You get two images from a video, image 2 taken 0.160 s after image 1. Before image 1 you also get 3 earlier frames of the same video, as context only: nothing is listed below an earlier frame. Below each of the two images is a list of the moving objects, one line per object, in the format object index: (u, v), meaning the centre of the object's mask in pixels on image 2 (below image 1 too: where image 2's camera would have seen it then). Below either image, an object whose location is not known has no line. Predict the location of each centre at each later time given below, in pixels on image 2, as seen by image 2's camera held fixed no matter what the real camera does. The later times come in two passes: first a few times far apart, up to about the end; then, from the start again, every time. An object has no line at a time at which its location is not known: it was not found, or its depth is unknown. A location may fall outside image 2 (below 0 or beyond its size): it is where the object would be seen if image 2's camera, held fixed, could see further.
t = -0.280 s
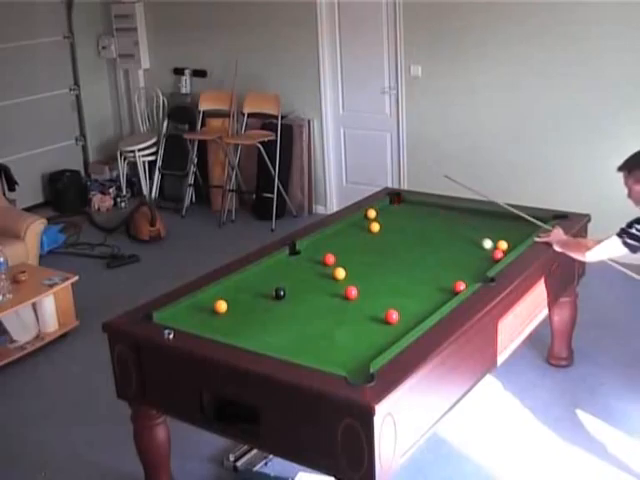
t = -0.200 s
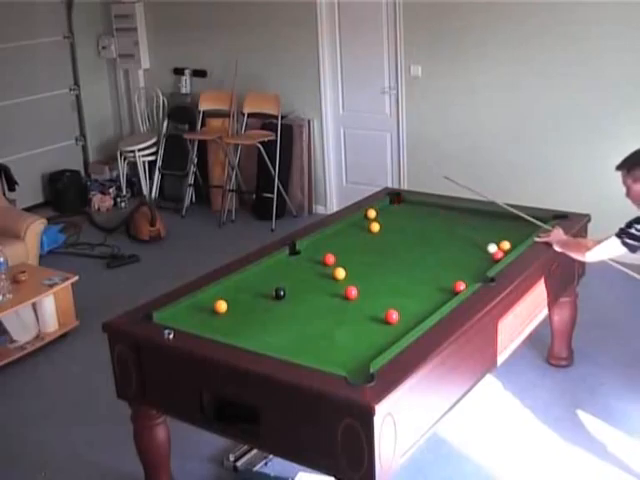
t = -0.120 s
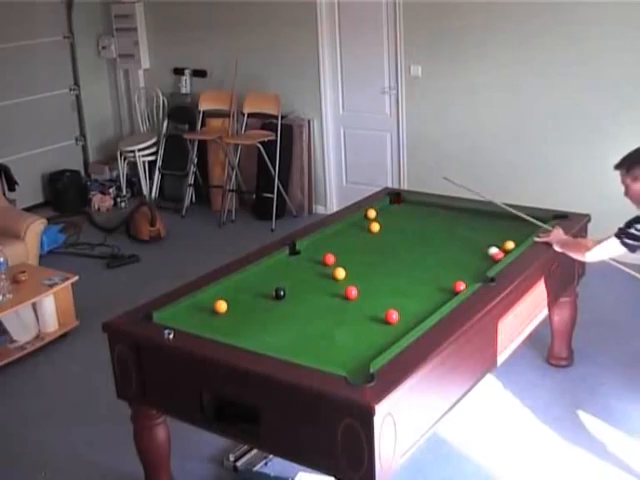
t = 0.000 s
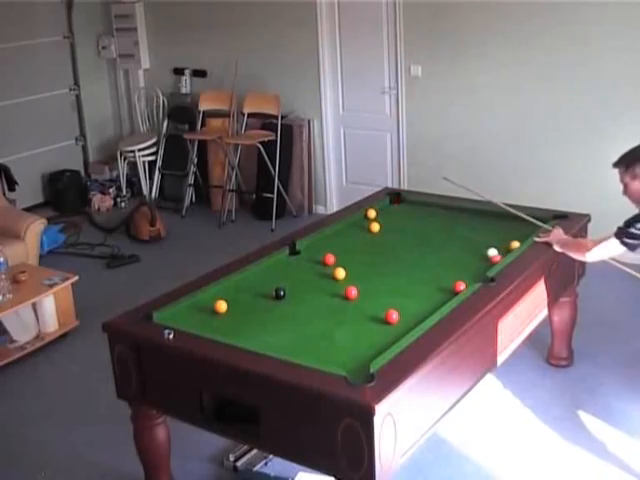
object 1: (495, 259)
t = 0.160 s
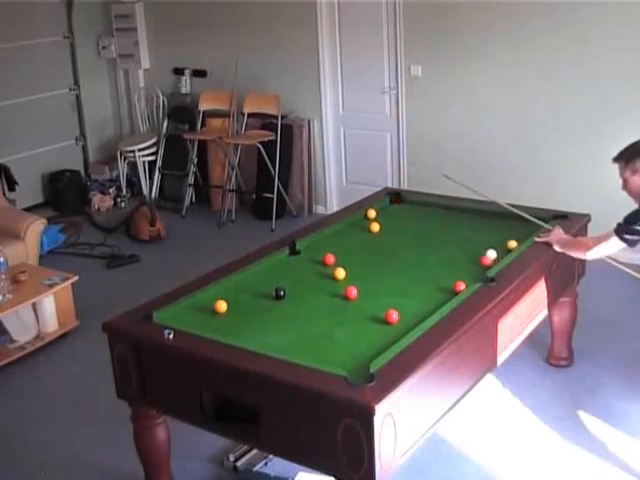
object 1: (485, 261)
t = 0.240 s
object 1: (480, 262)
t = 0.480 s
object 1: (467, 264)
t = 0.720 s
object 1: (455, 266)
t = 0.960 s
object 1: (444, 268)
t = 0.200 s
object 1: (482, 261)
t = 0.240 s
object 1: (480, 262)
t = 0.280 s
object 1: (478, 262)
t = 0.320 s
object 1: (476, 262)
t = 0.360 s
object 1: (474, 263)
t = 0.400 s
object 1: (472, 263)
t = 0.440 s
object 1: (469, 263)
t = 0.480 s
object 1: (467, 264)
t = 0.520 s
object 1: (465, 264)
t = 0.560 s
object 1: (463, 265)
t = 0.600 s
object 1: (461, 265)
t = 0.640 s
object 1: (459, 265)
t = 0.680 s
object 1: (457, 266)
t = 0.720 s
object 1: (455, 266)
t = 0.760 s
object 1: (453, 267)
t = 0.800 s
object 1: (451, 267)
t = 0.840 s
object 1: (449, 267)
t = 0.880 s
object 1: (447, 267)
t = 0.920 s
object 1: (445, 268)
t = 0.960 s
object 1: (444, 268)
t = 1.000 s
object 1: (442, 268)
